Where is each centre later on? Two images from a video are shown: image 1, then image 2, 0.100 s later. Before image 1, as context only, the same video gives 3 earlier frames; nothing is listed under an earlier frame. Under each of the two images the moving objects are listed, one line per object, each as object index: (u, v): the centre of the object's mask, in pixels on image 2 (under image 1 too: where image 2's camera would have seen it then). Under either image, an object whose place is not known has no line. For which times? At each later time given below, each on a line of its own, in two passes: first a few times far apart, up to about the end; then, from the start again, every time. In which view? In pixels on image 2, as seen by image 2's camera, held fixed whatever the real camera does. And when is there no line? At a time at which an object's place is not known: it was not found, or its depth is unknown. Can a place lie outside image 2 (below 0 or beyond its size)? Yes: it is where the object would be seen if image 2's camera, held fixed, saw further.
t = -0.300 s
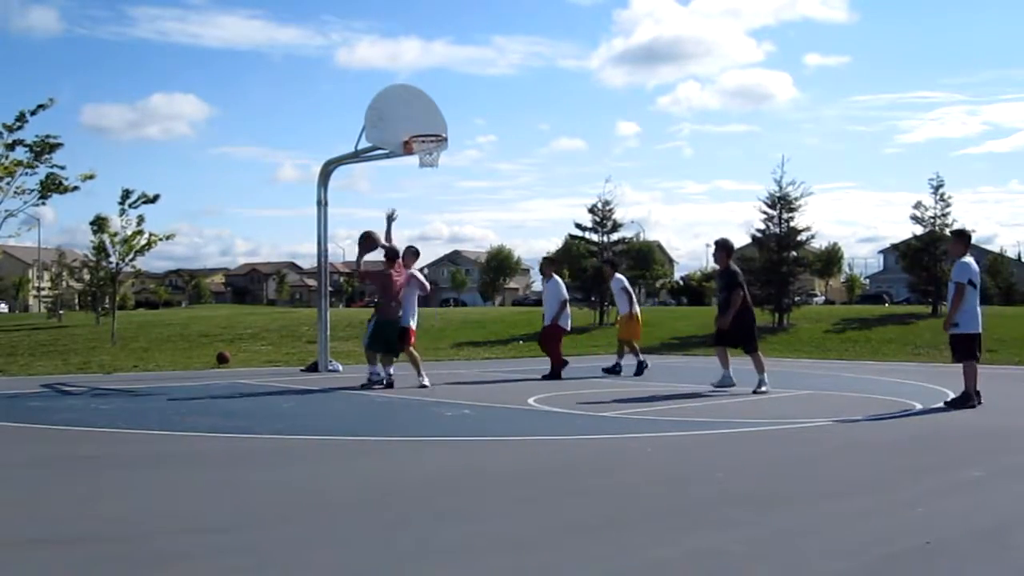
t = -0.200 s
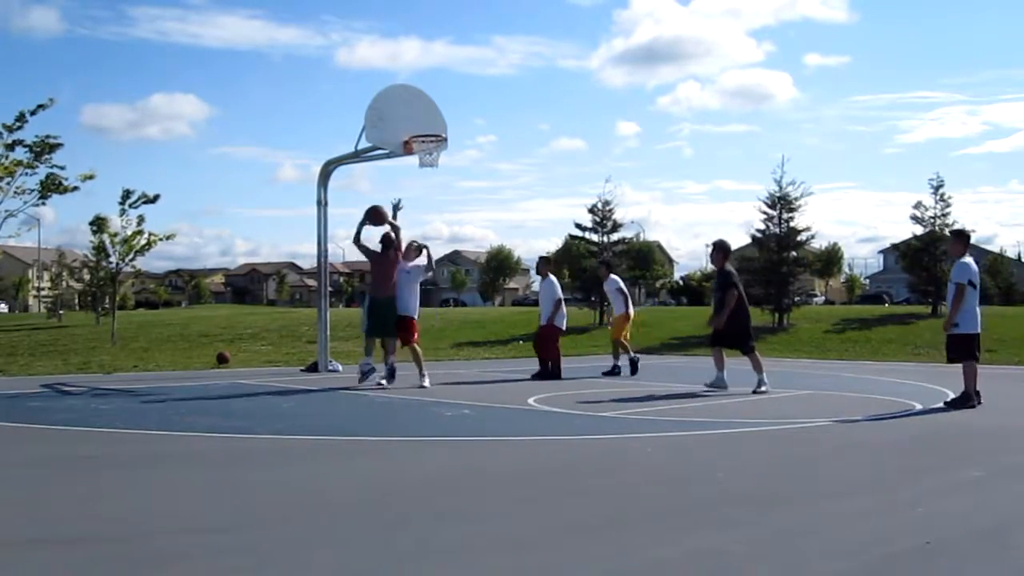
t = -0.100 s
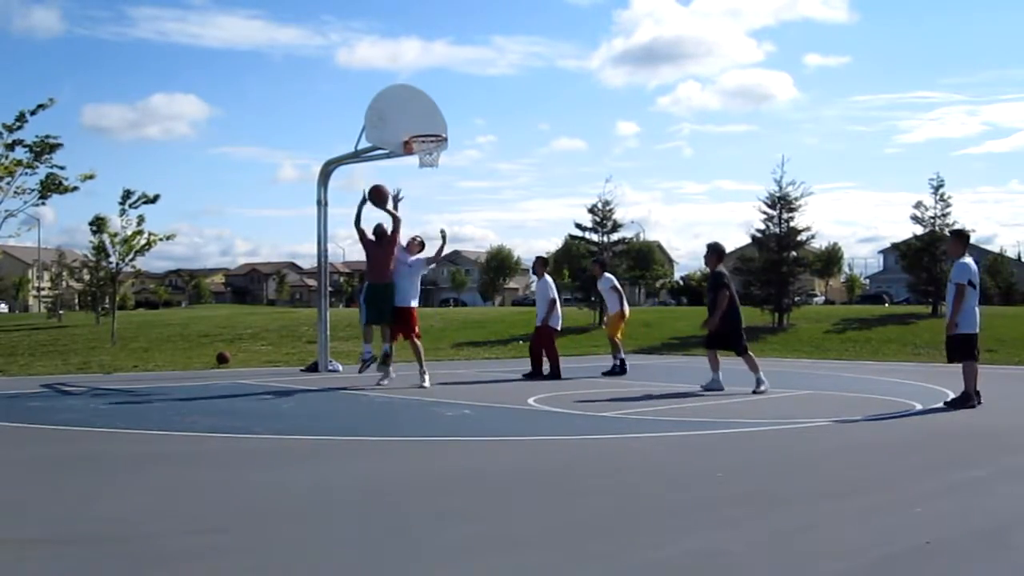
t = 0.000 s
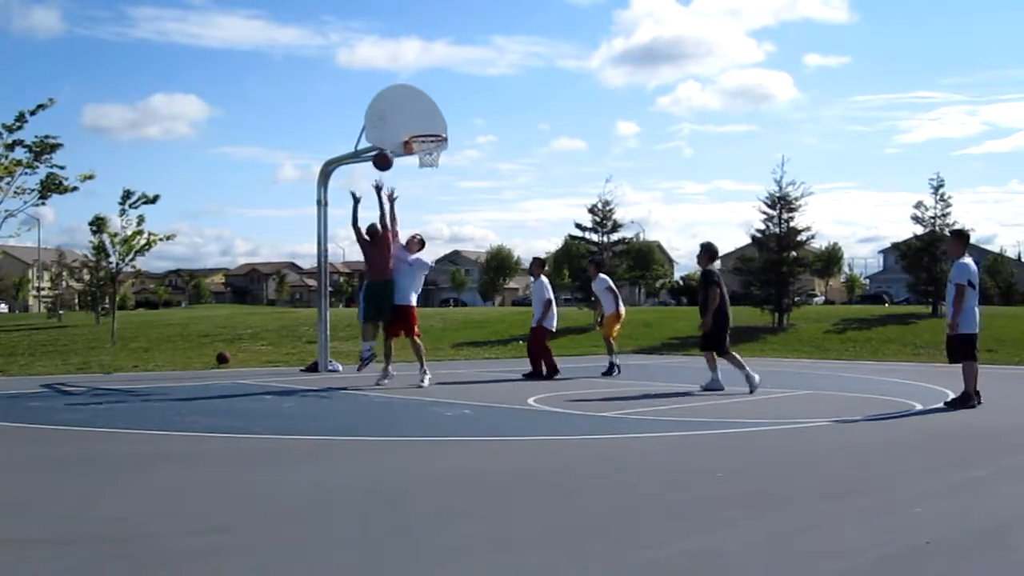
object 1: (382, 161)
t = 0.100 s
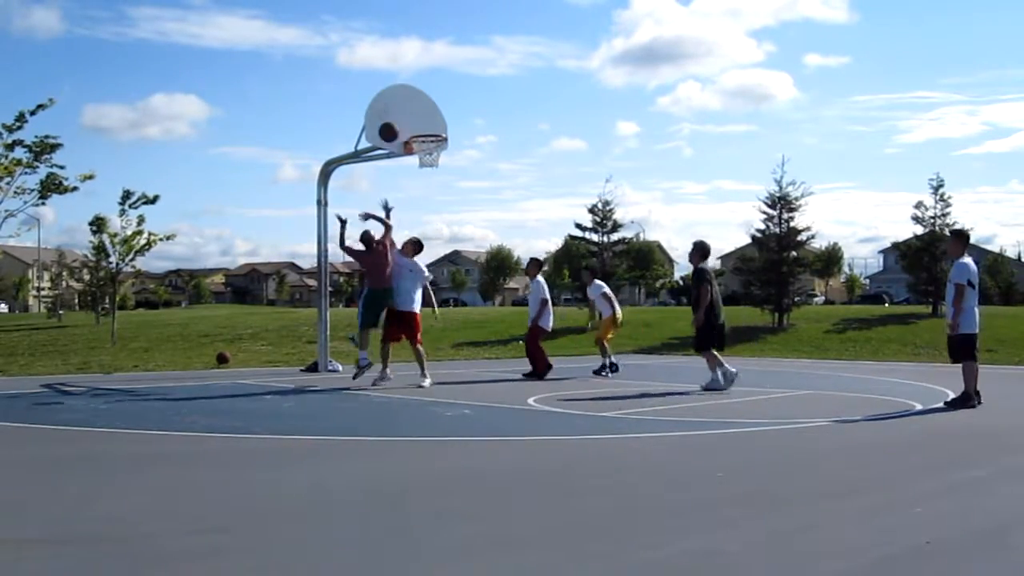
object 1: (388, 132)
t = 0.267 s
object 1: (397, 106)
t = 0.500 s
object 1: (409, 108)
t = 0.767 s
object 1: (441, 121)
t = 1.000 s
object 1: (459, 121)
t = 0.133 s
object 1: (390, 125)
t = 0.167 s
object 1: (392, 119)
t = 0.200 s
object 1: (394, 113)
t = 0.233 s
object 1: (396, 109)
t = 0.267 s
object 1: (397, 106)
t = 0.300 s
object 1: (399, 103)
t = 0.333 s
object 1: (401, 102)
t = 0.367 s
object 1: (403, 102)
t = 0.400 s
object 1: (405, 102)
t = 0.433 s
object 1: (406, 103)
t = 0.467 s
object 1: (408, 105)
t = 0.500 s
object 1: (409, 108)
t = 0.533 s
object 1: (411, 112)
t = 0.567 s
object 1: (416, 115)
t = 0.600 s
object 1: (420, 119)
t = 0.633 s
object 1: (426, 123)
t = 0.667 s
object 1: (432, 127)
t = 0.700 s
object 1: (436, 130)
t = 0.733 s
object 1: (438, 126)
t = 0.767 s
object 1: (441, 121)
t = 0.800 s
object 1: (443, 119)
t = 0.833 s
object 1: (446, 117)
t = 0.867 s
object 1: (448, 116)
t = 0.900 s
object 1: (451, 116)
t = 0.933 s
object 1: (453, 117)
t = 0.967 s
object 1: (456, 119)
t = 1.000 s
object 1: (459, 121)
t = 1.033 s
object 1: (461, 125)
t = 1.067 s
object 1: (464, 129)
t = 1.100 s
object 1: (467, 135)
